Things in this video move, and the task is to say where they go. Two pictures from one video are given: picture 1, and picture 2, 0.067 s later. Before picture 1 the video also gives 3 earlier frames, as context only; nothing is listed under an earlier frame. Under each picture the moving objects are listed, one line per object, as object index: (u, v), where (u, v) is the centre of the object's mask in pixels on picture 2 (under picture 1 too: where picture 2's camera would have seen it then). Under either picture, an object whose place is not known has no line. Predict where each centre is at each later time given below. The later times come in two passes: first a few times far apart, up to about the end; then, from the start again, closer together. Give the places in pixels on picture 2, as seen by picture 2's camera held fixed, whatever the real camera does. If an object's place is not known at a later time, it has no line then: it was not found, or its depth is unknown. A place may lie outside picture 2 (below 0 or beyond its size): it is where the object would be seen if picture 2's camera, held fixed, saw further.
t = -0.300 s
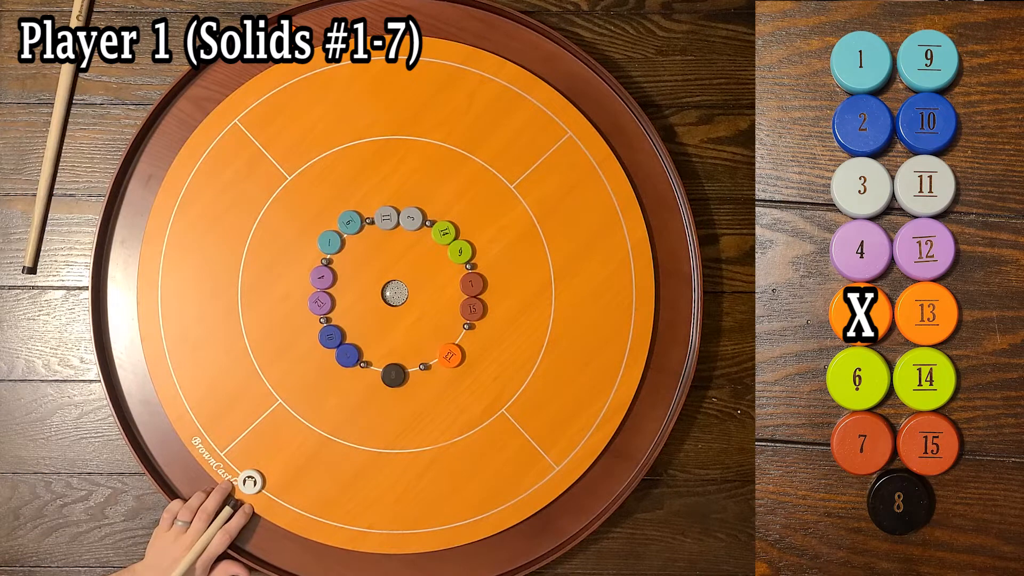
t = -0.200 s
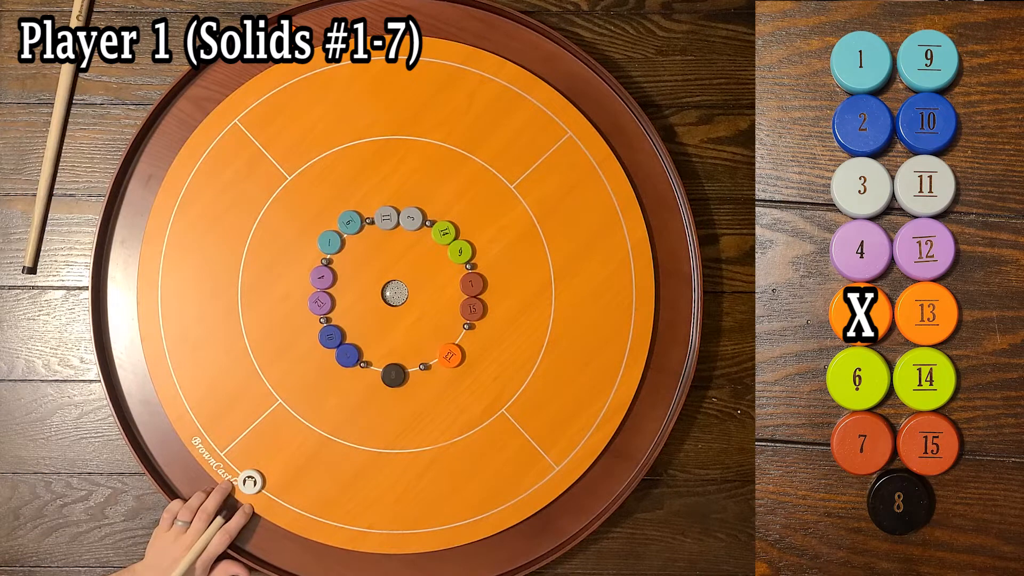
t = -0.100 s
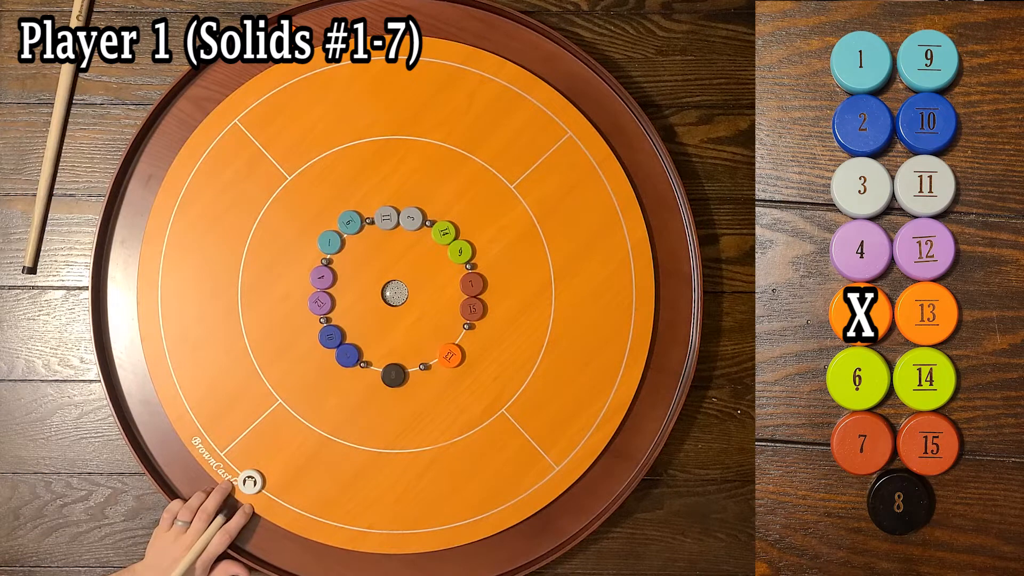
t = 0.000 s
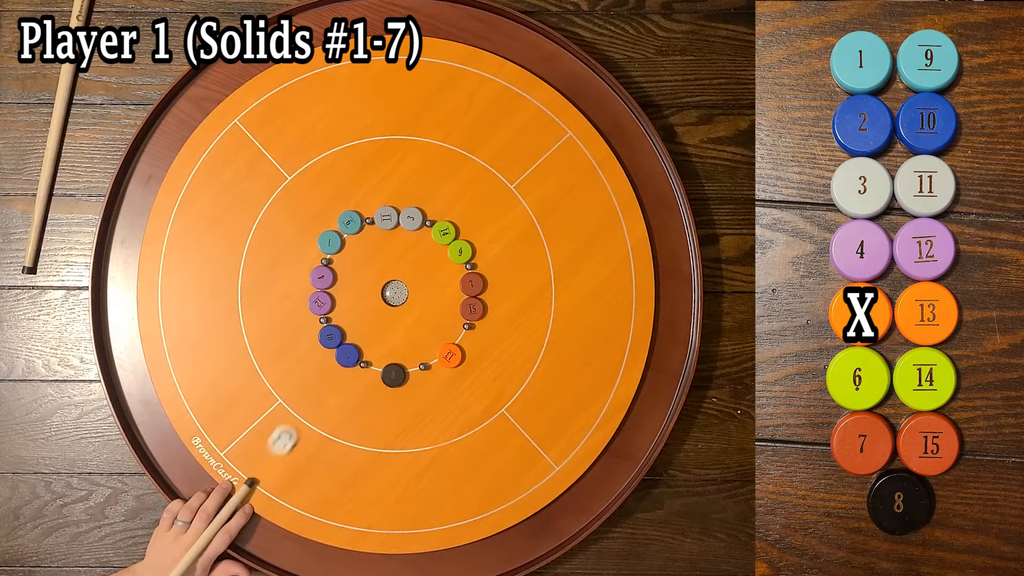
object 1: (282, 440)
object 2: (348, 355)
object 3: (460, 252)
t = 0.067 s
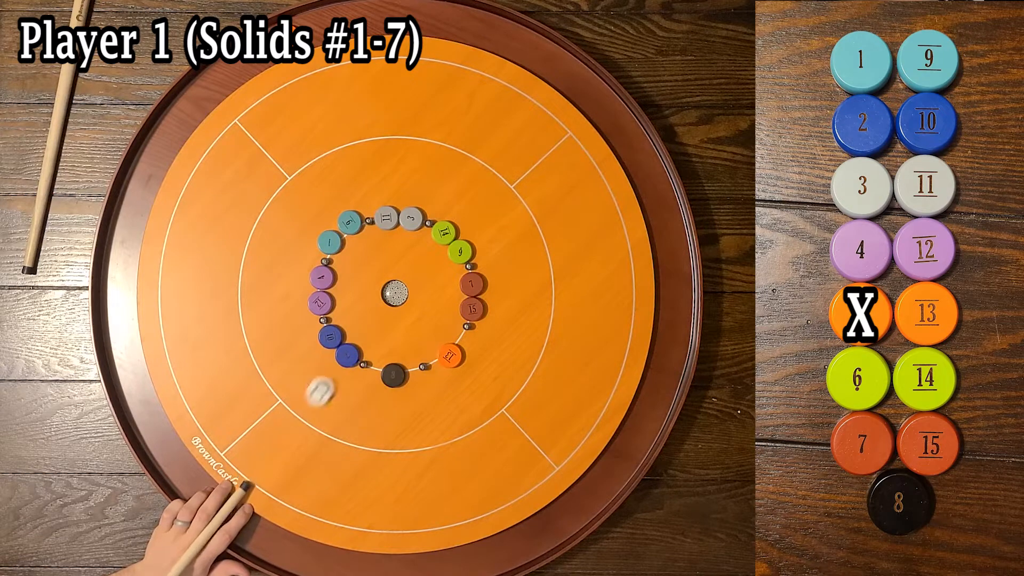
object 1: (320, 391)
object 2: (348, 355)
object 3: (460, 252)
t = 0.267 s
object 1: (332, 375)
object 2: (433, 273)
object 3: (460, 252)
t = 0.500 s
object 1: (332, 375)
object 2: (440, 264)
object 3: (537, 188)
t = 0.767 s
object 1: (332, 375)
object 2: (440, 264)
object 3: (578, 153)
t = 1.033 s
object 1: (332, 375)
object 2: (440, 264)
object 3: (579, 152)
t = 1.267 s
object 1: (332, 375)
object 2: (440, 264)
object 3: (579, 152)
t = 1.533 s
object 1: (332, 375)
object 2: (440, 264)
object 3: (579, 152)
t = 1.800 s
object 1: (332, 375)
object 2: (440, 264)
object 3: (579, 152)
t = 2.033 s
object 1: (332, 375)
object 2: (440, 264)
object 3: (579, 152)
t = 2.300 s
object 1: (332, 375)
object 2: (440, 264)
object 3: (579, 152)
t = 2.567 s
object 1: (332, 375)
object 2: (440, 264)
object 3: (579, 152)
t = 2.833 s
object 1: (332, 375)
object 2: (440, 264)
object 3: (579, 152)
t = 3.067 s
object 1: (332, 375)
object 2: (440, 264)
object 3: (579, 152)
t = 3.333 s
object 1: (333, 375)
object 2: (440, 264)
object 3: (579, 152)
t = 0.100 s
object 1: (332, 375)
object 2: (354, 349)
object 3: (460, 252)
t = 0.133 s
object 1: (332, 375)
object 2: (371, 333)
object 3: (460, 252)
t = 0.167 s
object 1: (332, 375)
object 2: (387, 318)
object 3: (460, 252)
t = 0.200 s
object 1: (332, 375)
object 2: (403, 302)
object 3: (460, 252)
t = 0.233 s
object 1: (332, 375)
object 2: (419, 287)
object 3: (460, 252)
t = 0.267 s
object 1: (332, 375)
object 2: (433, 273)
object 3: (460, 252)
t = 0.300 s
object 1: (332, 375)
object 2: (440, 265)
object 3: (467, 246)
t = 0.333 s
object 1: (332, 375)
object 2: (440, 264)
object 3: (481, 235)
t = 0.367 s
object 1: (332, 375)
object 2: (440, 264)
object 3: (493, 225)
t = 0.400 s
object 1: (332, 375)
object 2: (440, 264)
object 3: (505, 215)
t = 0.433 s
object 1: (332, 375)
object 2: (440, 264)
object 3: (517, 205)
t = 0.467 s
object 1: (332, 375)
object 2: (440, 264)
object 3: (527, 196)
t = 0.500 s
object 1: (332, 375)
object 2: (440, 264)
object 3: (537, 188)
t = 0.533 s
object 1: (332, 375)
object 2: (440, 264)
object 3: (545, 181)
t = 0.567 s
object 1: (332, 375)
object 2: (440, 264)
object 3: (553, 174)
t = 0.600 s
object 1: (332, 375)
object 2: (440, 264)
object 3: (560, 169)
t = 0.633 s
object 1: (332, 375)
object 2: (440, 264)
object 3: (566, 164)
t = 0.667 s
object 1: (332, 375)
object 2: (440, 264)
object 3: (570, 160)
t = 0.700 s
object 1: (332, 375)
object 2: (440, 264)
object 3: (574, 157)
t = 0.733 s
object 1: (332, 375)
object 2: (440, 264)
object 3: (576, 154)
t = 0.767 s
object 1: (332, 375)
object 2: (440, 264)
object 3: (578, 153)
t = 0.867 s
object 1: (332, 375)
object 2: (440, 264)
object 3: (579, 152)
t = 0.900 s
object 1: (332, 375)
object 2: (440, 264)
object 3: (579, 152)
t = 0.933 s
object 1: (332, 375)
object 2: (440, 264)
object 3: (579, 152)
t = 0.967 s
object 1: (332, 375)
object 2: (440, 264)
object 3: (579, 152)
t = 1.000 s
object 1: (332, 375)
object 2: (440, 264)
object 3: (579, 152)
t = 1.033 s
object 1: (332, 375)
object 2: (440, 264)
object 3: (579, 152)
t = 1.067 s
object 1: (332, 375)
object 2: (440, 264)
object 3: (579, 152)
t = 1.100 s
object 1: (332, 375)
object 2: (440, 264)
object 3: (579, 152)
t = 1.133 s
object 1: (332, 375)
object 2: (440, 264)
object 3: (579, 152)
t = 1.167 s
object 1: (332, 375)
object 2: (440, 264)
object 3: (579, 152)
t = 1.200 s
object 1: (332, 375)
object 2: (440, 264)
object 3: (579, 152)
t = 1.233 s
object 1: (332, 375)
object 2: (440, 264)
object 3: (579, 152)
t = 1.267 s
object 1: (332, 375)
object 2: (440, 264)
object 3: (579, 152)
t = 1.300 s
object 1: (332, 375)
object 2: (440, 264)
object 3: (579, 152)
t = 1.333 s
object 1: (332, 375)
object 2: (440, 264)
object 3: (579, 152)
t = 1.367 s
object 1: (332, 375)
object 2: (440, 264)
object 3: (579, 152)
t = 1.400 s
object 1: (332, 375)
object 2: (440, 264)
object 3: (579, 152)
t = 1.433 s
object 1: (332, 375)
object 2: (440, 264)
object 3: (579, 152)
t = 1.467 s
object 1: (332, 375)
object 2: (440, 264)
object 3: (579, 152)
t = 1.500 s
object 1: (332, 375)
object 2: (440, 264)
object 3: (579, 152)
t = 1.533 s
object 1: (332, 375)
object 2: (440, 264)
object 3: (579, 152)
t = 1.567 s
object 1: (332, 375)
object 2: (440, 264)
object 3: (579, 152)
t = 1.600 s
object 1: (332, 375)
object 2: (440, 264)
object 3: (579, 152)
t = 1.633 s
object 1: (332, 375)
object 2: (440, 264)
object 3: (579, 152)
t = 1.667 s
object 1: (332, 375)
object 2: (440, 264)
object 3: (579, 152)
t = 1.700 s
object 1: (332, 375)
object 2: (440, 264)
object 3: (579, 152)
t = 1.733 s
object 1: (332, 375)
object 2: (440, 264)
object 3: (579, 152)
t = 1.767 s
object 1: (332, 375)
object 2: (440, 264)
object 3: (579, 152)
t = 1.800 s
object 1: (332, 375)
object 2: (440, 264)
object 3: (579, 152)
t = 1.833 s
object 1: (332, 375)
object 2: (440, 264)
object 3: (579, 152)
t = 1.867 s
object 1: (332, 375)
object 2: (440, 264)
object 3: (579, 152)
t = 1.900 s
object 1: (332, 375)
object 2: (440, 264)
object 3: (579, 152)
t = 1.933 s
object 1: (332, 375)
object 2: (440, 264)
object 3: (579, 152)
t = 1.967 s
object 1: (332, 375)
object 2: (440, 264)
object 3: (579, 152)
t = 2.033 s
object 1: (332, 375)
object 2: (440, 264)
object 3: (579, 152)
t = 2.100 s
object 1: (332, 375)
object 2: (440, 264)
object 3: (579, 152)
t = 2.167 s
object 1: (332, 375)
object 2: (440, 264)
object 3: (579, 152)
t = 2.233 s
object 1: (332, 375)
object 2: (440, 264)
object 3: (579, 152)
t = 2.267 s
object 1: (332, 375)
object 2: (440, 264)
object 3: (579, 152)
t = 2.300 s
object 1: (332, 375)
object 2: (440, 264)
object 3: (579, 152)
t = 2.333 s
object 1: (332, 375)
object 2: (440, 264)
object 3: (579, 152)
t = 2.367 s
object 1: (332, 375)
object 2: (440, 264)
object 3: (579, 152)
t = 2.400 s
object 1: (332, 375)
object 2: (440, 264)
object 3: (579, 152)
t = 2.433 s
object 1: (333, 375)
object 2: (440, 264)
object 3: (579, 152)
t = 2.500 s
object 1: (332, 375)
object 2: (440, 264)
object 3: (579, 152)
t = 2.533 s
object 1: (332, 375)
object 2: (440, 264)
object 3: (579, 152)
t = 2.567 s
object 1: (332, 375)
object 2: (440, 264)
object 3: (579, 152)
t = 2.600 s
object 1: (332, 375)
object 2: (440, 264)
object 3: (579, 152)
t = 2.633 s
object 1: (332, 375)
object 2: (440, 264)
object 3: (579, 152)
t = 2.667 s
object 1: (333, 375)
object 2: (440, 264)
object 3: (579, 152)
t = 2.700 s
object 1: (332, 375)
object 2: (440, 264)
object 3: (579, 152)
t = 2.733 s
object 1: (332, 375)
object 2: (440, 264)
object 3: (579, 152)
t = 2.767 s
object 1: (332, 375)
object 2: (440, 264)
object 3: (579, 152)
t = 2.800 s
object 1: (332, 375)
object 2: (440, 264)
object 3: (579, 152)
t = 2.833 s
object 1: (332, 375)
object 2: (440, 264)
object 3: (579, 152)
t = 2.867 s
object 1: (333, 375)
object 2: (440, 264)
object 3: (579, 152)
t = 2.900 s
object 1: (333, 375)
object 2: (440, 264)
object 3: (579, 152)
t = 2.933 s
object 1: (332, 375)
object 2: (440, 264)
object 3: (579, 152)
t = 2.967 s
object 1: (332, 375)
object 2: (440, 264)
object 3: (579, 152)
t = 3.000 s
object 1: (332, 375)
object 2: (440, 264)
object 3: (579, 152)
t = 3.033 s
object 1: (333, 375)
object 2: (440, 264)
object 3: (579, 152)
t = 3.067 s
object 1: (332, 375)
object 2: (440, 264)
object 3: (579, 152)
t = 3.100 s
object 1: (332, 375)
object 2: (440, 264)
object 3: (579, 152)
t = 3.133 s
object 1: (332, 375)
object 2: (440, 264)
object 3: (579, 152)
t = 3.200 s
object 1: (332, 375)
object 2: (440, 264)
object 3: (579, 152)
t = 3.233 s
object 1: (332, 375)
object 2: (440, 264)
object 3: (579, 152)
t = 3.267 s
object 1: (332, 375)
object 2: (440, 264)
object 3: (579, 152)
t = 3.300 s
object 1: (332, 375)
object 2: (440, 264)
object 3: (579, 152)
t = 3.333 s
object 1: (333, 375)
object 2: (440, 264)
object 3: (579, 152)
